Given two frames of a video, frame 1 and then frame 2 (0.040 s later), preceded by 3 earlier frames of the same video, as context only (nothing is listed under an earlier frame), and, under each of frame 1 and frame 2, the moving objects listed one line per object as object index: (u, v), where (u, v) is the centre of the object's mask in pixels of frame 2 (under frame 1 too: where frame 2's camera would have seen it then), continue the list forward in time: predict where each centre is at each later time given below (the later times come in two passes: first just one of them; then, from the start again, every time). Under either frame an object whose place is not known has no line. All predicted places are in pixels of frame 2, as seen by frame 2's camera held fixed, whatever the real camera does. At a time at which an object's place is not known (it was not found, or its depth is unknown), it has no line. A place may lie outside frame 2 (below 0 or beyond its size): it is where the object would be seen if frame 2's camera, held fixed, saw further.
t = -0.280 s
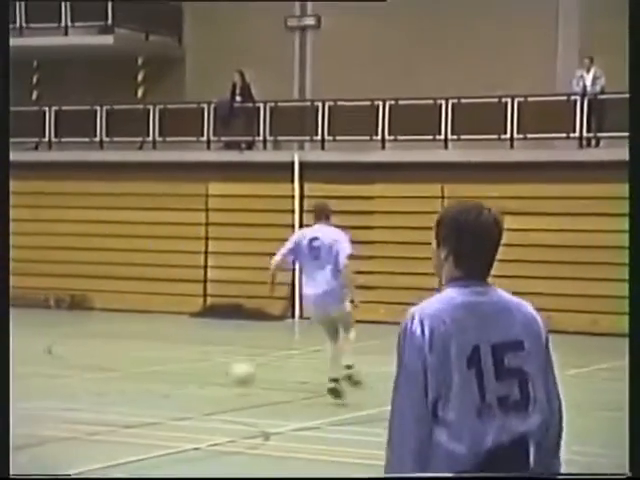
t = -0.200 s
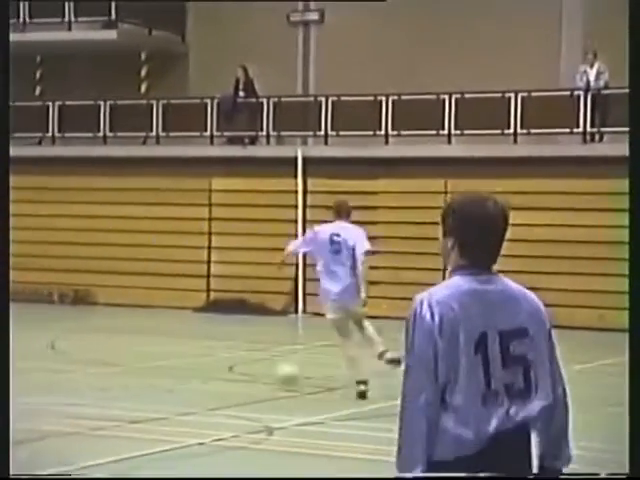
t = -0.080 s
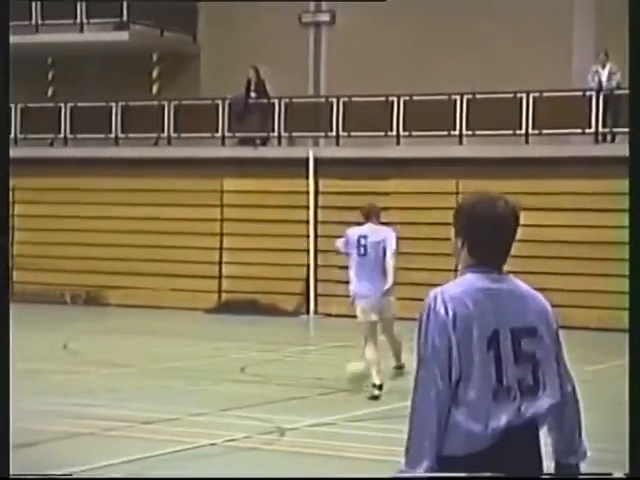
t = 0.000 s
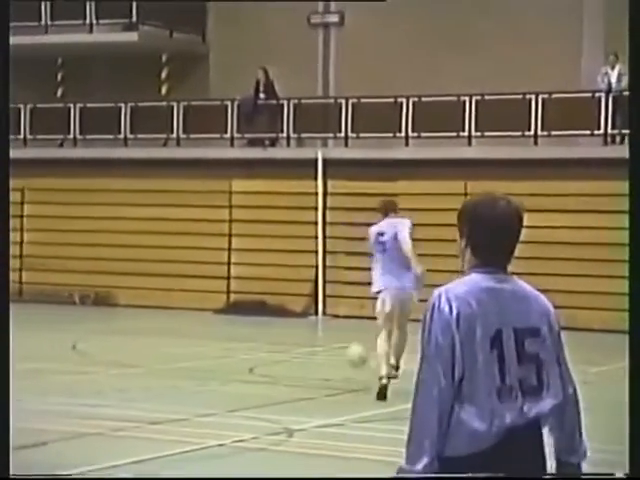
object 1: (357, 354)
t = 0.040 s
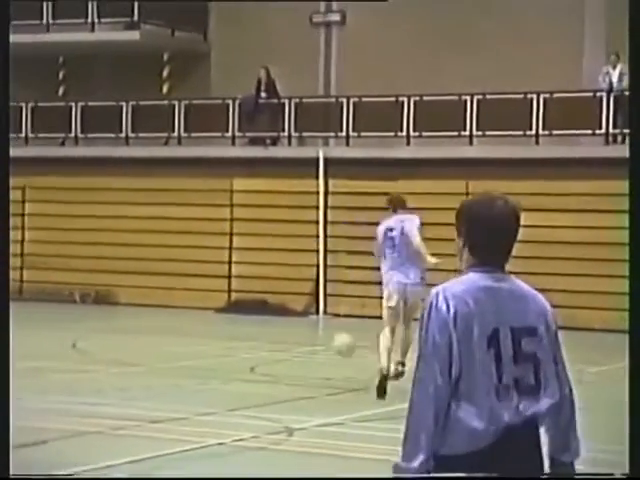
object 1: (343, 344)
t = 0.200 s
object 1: (285, 319)
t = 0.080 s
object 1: (329, 336)
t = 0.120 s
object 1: (313, 327)
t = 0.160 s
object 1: (299, 323)
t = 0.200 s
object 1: (285, 319)
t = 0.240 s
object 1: (270, 317)
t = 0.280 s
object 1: (255, 317)
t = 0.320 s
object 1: (240, 319)
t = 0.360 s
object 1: (224, 322)
